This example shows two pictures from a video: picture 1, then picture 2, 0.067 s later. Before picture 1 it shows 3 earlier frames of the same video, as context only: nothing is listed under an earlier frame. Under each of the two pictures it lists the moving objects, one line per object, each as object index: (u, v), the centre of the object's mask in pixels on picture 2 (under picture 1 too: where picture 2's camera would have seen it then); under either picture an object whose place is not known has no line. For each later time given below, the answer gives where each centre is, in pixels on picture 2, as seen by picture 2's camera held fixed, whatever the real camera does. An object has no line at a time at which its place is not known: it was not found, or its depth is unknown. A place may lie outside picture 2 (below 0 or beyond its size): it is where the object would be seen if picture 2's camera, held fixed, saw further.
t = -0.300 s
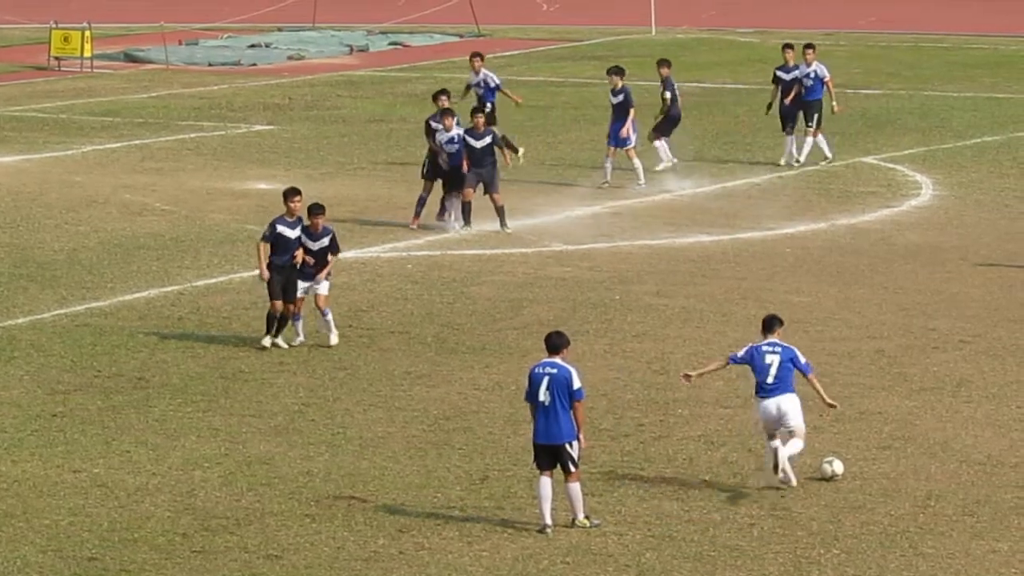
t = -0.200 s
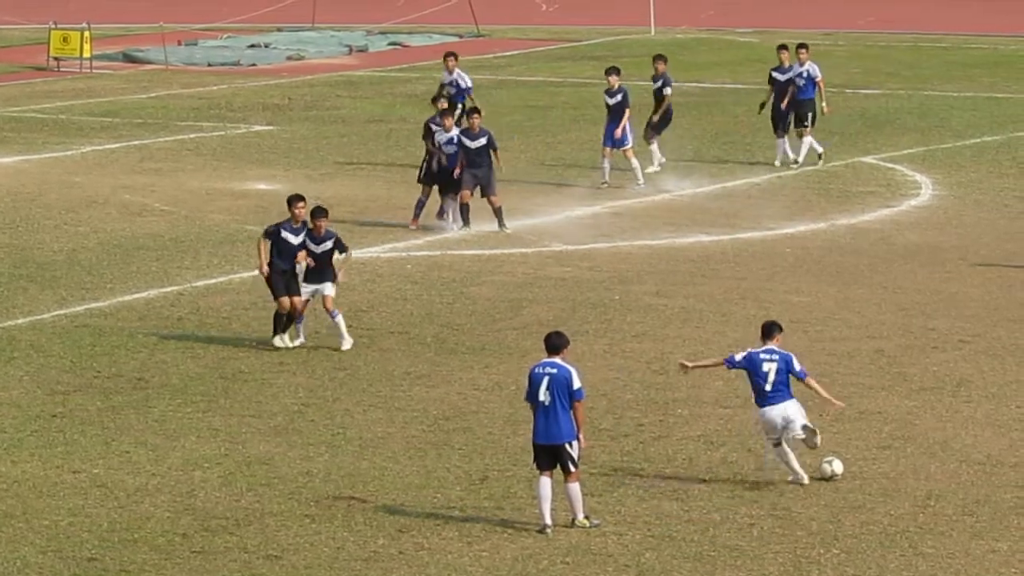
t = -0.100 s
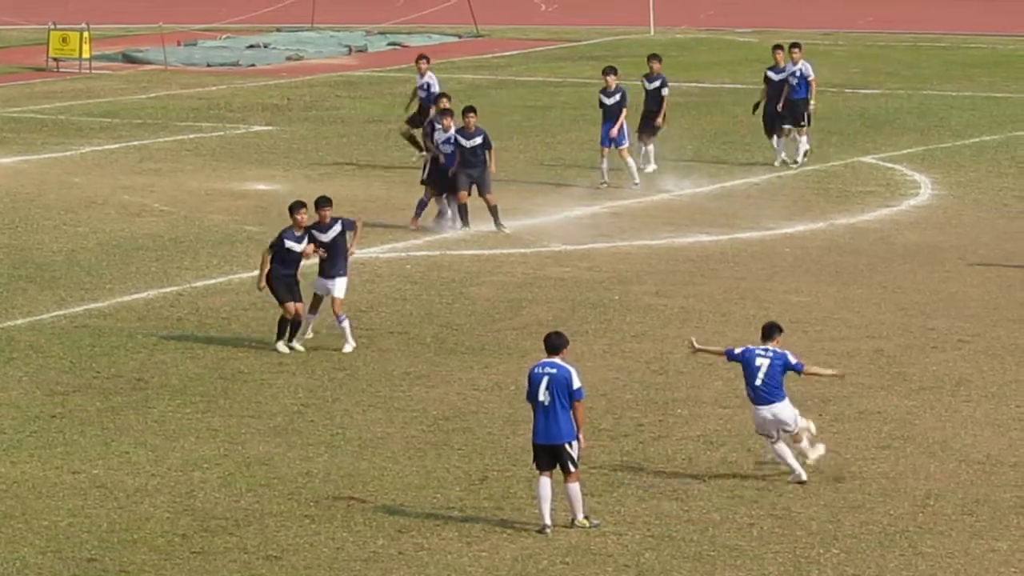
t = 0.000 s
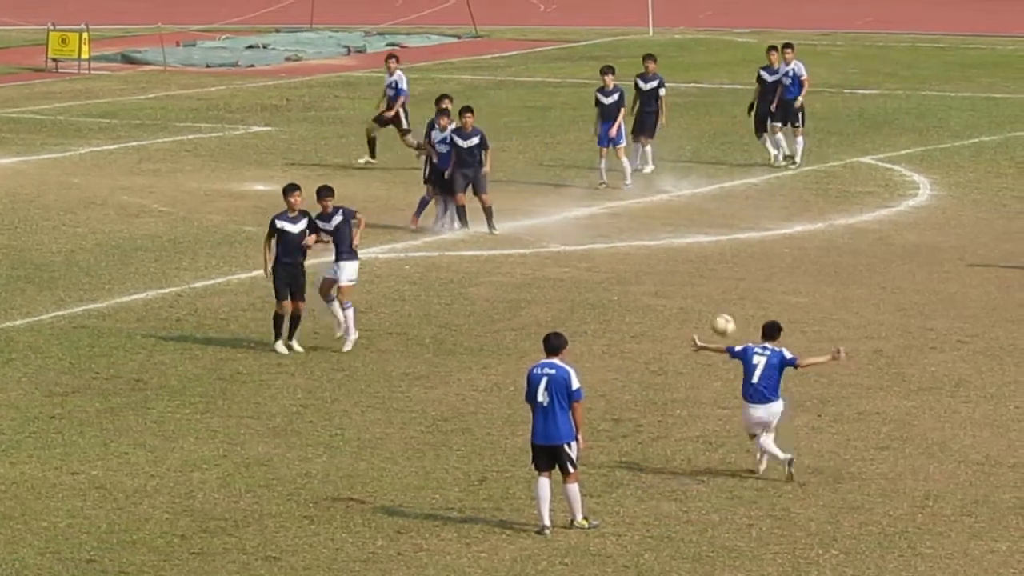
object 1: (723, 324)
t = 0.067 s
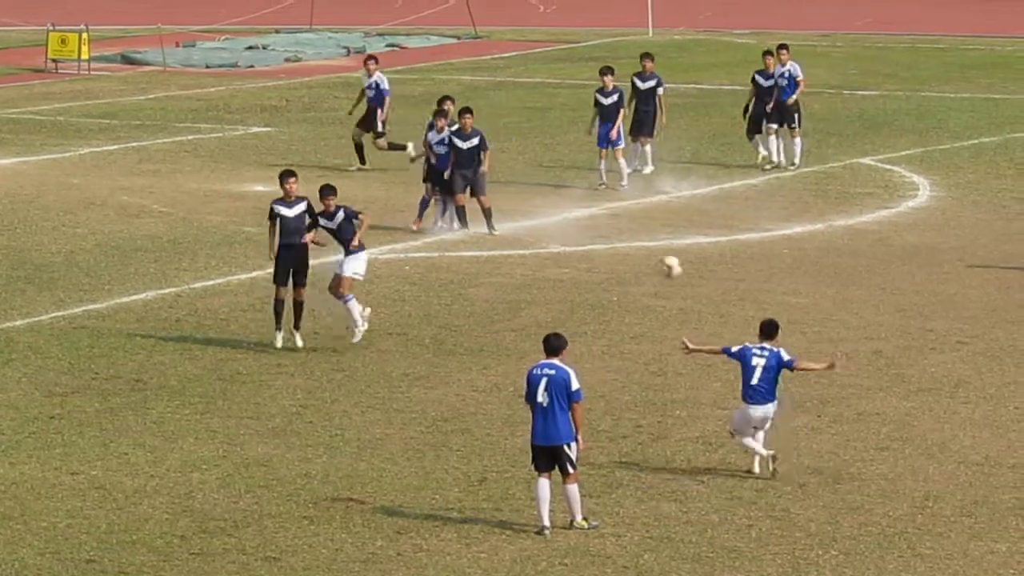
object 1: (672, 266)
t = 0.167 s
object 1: (593, 192)
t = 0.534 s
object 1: (339, 43)
